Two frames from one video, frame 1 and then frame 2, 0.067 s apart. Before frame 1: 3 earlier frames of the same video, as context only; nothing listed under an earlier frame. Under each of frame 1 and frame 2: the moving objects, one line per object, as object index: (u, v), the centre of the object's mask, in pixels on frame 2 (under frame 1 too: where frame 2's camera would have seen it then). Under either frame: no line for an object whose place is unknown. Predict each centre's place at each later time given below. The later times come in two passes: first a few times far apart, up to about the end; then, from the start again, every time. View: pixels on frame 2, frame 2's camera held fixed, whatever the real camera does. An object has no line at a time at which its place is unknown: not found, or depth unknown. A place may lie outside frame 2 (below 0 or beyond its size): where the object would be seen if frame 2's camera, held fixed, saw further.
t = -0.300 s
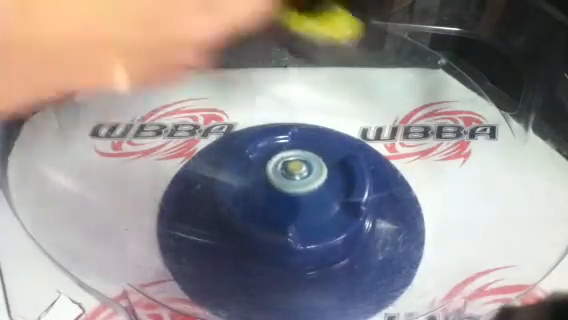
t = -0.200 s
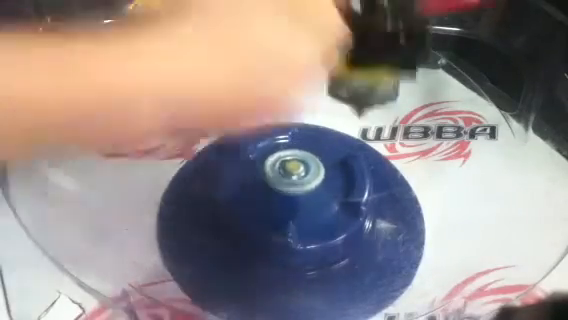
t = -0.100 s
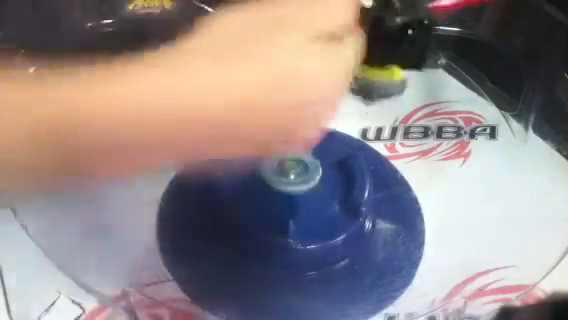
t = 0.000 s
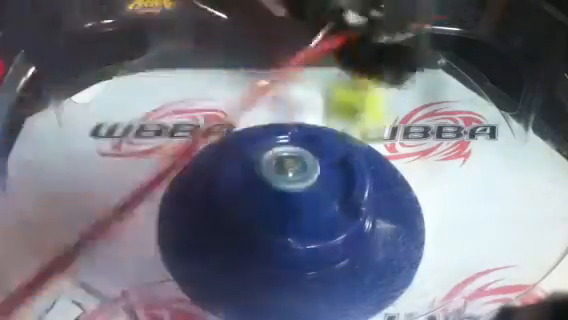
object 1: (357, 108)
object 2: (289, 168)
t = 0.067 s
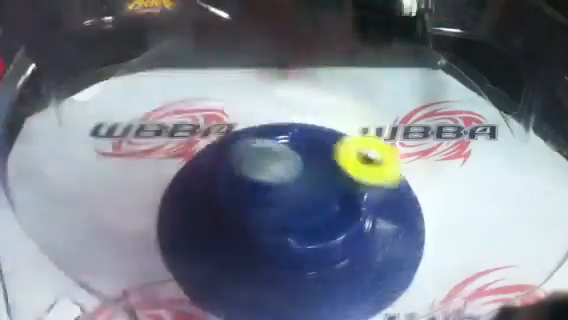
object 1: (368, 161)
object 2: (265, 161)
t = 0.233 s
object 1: (388, 192)
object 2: (214, 143)
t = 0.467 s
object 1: (324, 157)
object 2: (246, 156)
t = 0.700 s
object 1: (315, 170)
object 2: (261, 150)
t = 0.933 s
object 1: (322, 170)
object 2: (279, 141)
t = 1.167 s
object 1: (308, 174)
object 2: (298, 133)
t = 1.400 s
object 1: (295, 178)
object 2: (316, 139)
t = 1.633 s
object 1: (274, 179)
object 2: (332, 146)
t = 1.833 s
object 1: (281, 174)
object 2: (331, 153)
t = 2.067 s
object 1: (255, 148)
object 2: (326, 153)
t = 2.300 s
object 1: (237, 141)
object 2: (345, 165)
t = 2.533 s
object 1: (228, 146)
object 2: (378, 171)
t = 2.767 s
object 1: (266, 139)
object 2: (381, 156)
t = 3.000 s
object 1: (270, 138)
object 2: (371, 138)
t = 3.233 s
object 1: (239, 140)
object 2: (380, 152)
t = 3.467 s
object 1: (272, 171)
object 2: (338, 159)
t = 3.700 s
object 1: (298, 170)
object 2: (344, 147)
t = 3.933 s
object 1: (315, 171)
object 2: (334, 131)
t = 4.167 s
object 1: (294, 165)
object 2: (322, 128)
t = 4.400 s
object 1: (276, 163)
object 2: (307, 131)
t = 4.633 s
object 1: (244, 193)
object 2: (318, 102)
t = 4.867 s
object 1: (282, 180)
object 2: (299, 124)
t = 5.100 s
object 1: (301, 168)
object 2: (293, 121)
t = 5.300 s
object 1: (331, 166)
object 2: (286, 127)
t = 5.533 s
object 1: (352, 159)
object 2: (277, 134)
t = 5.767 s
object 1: (332, 168)
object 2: (232, 126)
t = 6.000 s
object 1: (305, 180)
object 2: (221, 139)
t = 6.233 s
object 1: (286, 180)
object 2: (245, 148)
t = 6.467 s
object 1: (310, 177)
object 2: (267, 146)
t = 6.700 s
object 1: (345, 167)
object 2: (270, 148)
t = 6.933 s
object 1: (357, 159)
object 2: (259, 146)
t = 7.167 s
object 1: (322, 148)
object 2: (257, 157)
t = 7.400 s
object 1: (322, 137)
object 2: (251, 163)
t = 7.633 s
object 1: (309, 125)
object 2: (266, 174)
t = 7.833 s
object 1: (337, 120)
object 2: (220, 218)
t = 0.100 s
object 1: (384, 173)
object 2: (245, 155)
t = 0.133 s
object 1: (395, 183)
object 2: (230, 149)
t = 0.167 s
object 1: (398, 190)
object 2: (221, 145)
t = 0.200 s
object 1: (395, 192)
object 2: (215, 143)
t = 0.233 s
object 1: (388, 192)
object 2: (214, 143)
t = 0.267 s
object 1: (378, 191)
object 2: (214, 144)
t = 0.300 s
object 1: (369, 186)
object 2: (216, 145)
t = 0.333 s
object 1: (359, 181)
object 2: (220, 148)
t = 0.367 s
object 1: (348, 174)
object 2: (224, 150)
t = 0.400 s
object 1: (339, 167)
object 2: (232, 152)
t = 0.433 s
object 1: (331, 161)
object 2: (239, 155)
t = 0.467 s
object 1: (324, 157)
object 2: (246, 156)
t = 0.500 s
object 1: (319, 156)
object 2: (253, 158)
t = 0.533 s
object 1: (320, 158)
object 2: (255, 157)
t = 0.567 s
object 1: (321, 161)
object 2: (255, 155)
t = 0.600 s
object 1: (320, 163)
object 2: (257, 154)
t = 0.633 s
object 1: (318, 166)
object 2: (258, 153)
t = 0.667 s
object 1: (316, 168)
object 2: (259, 152)
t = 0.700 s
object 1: (315, 170)
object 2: (261, 150)
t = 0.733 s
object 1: (314, 172)
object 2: (263, 149)
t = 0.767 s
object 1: (314, 175)
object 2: (265, 146)
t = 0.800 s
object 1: (315, 177)
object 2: (268, 145)
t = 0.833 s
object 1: (317, 178)
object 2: (271, 144)
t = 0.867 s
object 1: (320, 177)
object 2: (274, 143)
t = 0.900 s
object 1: (322, 175)
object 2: (277, 142)
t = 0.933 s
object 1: (322, 170)
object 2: (279, 141)
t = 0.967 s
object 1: (320, 170)
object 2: (282, 139)
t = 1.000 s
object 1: (319, 170)
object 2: (284, 136)
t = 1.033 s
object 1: (317, 170)
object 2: (287, 135)
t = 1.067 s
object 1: (315, 170)
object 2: (289, 134)
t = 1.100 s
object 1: (312, 172)
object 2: (292, 133)
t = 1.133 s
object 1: (310, 173)
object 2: (295, 133)
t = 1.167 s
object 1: (308, 174)
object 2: (298, 133)
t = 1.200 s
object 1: (307, 174)
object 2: (301, 133)
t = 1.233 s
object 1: (304, 175)
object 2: (304, 133)
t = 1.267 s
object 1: (301, 176)
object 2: (307, 134)
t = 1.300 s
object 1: (299, 177)
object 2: (310, 135)
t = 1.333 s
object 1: (297, 178)
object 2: (312, 136)
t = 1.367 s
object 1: (296, 179)
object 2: (314, 138)
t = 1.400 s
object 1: (295, 178)
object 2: (316, 139)
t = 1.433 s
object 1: (294, 178)
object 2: (317, 141)
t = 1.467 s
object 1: (292, 177)
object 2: (320, 142)
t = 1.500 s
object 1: (290, 177)
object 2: (322, 143)
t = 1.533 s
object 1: (289, 177)
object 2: (323, 145)
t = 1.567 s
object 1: (285, 177)
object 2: (325, 147)
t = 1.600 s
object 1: (279, 178)
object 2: (328, 147)
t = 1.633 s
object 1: (274, 179)
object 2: (332, 146)
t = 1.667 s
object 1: (273, 180)
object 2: (334, 146)
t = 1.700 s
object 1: (274, 181)
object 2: (333, 148)
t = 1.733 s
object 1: (277, 181)
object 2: (332, 149)
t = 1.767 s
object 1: (281, 180)
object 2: (331, 151)
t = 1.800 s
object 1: (283, 177)
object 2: (330, 152)
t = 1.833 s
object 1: (281, 174)
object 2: (331, 153)
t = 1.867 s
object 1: (276, 170)
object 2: (333, 152)
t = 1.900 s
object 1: (272, 166)
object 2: (336, 151)
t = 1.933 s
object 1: (268, 161)
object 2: (336, 151)
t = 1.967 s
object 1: (265, 158)
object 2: (333, 151)
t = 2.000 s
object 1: (261, 154)
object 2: (331, 152)
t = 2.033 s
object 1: (258, 151)
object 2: (328, 152)
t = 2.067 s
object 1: (255, 148)
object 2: (326, 153)
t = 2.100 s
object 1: (253, 146)
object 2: (322, 154)
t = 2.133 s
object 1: (251, 145)
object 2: (319, 156)
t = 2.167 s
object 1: (249, 146)
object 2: (315, 156)
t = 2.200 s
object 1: (251, 147)
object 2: (313, 157)
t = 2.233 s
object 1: (252, 149)
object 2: (314, 158)
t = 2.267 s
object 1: (250, 147)
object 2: (322, 160)
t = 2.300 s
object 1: (237, 141)
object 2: (345, 165)
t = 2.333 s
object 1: (228, 137)
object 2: (363, 171)
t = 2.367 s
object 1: (223, 135)
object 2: (375, 174)
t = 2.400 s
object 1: (220, 135)
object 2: (384, 175)
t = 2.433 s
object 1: (217, 136)
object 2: (387, 176)
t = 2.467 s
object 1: (217, 138)
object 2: (386, 176)
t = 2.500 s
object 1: (221, 142)
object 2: (382, 173)
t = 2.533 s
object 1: (228, 146)
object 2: (378, 171)
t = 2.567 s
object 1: (239, 149)
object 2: (373, 168)
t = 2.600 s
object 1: (250, 150)
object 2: (368, 166)
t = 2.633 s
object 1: (261, 151)
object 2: (362, 163)
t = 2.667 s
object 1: (272, 150)
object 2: (355, 161)
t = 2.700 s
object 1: (282, 149)
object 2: (350, 159)
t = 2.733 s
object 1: (277, 145)
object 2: (361, 158)
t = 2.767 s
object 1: (266, 139)
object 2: (381, 156)
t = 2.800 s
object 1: (260, 134)
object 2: (394, 152)
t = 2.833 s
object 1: (258, 132)
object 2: (401, 148)
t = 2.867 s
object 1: (257, 132)
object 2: (401, 145)
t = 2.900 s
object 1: (258, 132)
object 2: (397, 143)
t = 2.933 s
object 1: (260, 134)
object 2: (390, 141)
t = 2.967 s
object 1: (264, 136)
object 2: (380, 140)
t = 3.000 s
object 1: (270, 138)
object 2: (371, 138)
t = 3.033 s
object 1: (277, 140)
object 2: (359, 139)
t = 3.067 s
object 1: (285, 140)
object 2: (350, 141)
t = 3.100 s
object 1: (278, 139)
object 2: (354, 140)
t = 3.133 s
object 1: (262, 136)
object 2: (369, 143)
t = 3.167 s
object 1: (250, 135)
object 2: (378, 147)
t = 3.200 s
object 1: (244, 137)
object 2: (381, 150)
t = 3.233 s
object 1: (239, 140)
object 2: (380, 152)
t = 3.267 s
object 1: (236, 144)
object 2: (376, 154)
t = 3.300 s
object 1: (235, 150)
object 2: (370, 156)
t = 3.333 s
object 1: (238, 156)
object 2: (363, 158)
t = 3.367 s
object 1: (243, 162)
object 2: (356, 158)
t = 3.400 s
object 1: (252, 166)
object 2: (349, 159)
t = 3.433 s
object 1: (262, 170)
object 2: (343, 159)
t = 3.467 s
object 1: (272, 171)
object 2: (338, 159)
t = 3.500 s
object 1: (280, 172)
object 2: (337, 157)
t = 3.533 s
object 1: (283, 171)
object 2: (340, 155)
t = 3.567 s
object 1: (287, 170)
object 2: (342, 154)
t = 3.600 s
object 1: (289, 171)
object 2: (343, 152)
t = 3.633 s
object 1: (289, 171)
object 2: (346, 150)
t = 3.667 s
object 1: (292, 171)
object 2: (345, 149)
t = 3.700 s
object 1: (298, 170)
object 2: (344, 147)
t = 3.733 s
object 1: (301, 172)
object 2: (343, 143)
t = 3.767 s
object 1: (304, 174)
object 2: (343, 140)
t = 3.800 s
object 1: (306, 176)
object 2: (342, 138)
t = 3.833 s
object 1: (309, 176)
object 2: (340, 136)
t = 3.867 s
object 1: (312, 176)
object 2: (338, 134)
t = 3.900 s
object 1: (314, 174)
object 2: (336, 133)
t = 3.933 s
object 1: (315, 171)
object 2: (334, 131)
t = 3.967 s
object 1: (315, 168)
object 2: (333, 130)
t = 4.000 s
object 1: (314, 166)
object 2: (332, 128)
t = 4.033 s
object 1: (311, 166)
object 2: (330, 127)
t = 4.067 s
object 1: (306, 165)
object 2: (328, 128)
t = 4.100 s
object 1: (302, 166)
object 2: (326, 127)
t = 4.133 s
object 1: (298, 165)
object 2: (324, 127)
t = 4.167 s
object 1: (294, 165)
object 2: (322, 128)
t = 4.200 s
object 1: (290, 165)
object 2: (320, 128)
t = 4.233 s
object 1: (286, 164)
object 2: (318, 129)
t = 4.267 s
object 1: (283, 164)
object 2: (315, 129)
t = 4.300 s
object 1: (280, 164)
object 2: (313, 130)
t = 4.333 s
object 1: (278, 164)
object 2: (311, 130)
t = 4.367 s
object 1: (277, 164)
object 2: (309, 131)
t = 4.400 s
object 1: (276, 163)
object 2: (307, 131)
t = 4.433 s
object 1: (269, 167)
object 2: (307, 130)
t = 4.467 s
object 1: (255, 176)
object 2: (315, 120)
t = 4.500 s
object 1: (245, 182)
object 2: (323, 109)
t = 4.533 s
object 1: (241, 186)
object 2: (324, 105)
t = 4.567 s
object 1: (240, 189)
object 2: (323, 101)
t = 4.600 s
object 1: (242, 191)
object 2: (321, 101)
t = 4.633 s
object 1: (244, 193)
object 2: (318, 102)
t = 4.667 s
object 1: (247, 195)
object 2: (315, 103)
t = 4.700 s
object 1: (251, 196)
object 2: (312, 105)
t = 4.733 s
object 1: (257, 195)
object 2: (310, 108)
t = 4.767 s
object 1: (264, 193)
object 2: (306, 112)
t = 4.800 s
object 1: (270, 190)
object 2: (303, 117)
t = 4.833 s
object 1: (276, 185)
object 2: (301, 121)
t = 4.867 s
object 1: (282, 180)
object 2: (299, 124)
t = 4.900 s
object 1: (287, 175)
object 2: (296, 128)
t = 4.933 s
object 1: (292, 171)
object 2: (296, 128)
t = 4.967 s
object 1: (294, 170)
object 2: (295, 125)
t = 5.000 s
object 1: (295, 170)
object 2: (295, 123)
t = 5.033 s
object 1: (296, 169)
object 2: (295, 123)
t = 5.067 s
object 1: (298, 167)
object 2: (294, 122)
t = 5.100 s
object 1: (301, 168)
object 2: (293, 121)
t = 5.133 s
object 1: (304, 168)
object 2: (293, 121)
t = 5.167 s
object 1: (308, 168)
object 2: (292, 122)
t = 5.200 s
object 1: (313, 167)
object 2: (290, 123)
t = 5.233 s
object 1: (318, 167)
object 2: (289, 124)
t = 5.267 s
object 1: (325, 166)
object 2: (287, 126)
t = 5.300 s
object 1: (331, 166)
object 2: (286, 127)
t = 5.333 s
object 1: (337, 166)
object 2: (285, 128)
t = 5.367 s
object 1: (343, 165)
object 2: (284, 129)
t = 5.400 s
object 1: (348, 164)
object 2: (282, 131)
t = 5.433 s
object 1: (352, 164)
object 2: (281, 131)
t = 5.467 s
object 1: (355, 163)
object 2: (280, 132)
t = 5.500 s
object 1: (355, 161)
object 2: (279, 134)
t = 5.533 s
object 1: (352, 159)
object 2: (277, 134)
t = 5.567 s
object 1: (347, 157)
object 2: (276, 136)
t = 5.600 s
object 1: (340, 156)
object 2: (275, 137)
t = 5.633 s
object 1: (333, 154)
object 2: (274, 138)
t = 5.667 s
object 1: (328, 155)
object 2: (271, 139)
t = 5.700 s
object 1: (333, 162)
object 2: (261, 133)
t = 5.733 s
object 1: (333, 166)
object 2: (246, 127)
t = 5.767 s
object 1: (332, 168)
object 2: (232, 126)
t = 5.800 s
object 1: (331, 171)
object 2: (224, 124)
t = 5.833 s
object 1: (328, 175)
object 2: (219, 127)
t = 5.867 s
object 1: (324, 177)
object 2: (216, 129)
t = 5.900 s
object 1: (320, 179)
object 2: (215, 132)
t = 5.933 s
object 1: (316, 180)
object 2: (215, 134)
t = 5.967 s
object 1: (310, 180)
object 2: (217, 136)
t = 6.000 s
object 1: (305, 180)
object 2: (221, 139)
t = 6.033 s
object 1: (300, 180)
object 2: (226, 143)
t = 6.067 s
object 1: (294, 179)
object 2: (231, 146)
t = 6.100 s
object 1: (288, 178)
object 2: (236, 148)
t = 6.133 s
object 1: (286, 178)
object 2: (239, 149)
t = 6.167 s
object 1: (286, 181)
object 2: (241, 148)
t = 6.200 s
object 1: (285, 180)
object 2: (244, 148)
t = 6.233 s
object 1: (286, 180)
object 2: (245, 148)
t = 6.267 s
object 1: (287, 180)
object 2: (249, 147)
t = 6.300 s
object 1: (289, 180)
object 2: (251, 145)
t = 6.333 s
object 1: (291, 179)
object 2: (255, 144)
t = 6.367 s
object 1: (295, 179)
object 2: (257, 145)
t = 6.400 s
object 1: (298, 178)
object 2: (260, 145)
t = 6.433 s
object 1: (304, 178)
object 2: (263, 146)
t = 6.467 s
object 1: (310, 177)
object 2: (267, 146)
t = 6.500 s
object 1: (315, 177)
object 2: (270, 147)
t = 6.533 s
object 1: (320, 176)
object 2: (273, 148)
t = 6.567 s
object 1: (325, 174)
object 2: (275, 149)
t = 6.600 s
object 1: (330, 170)
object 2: (277, 151)
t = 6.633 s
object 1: (335, 168)
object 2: (278, 152)
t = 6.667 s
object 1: (337, 166)
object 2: (278, 152)
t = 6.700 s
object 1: (345, 167)
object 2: (270, 148)
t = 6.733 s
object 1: (350, 167)
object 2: (264, 144)
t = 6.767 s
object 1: (354, 167)
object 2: (260, 143)
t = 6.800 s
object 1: (357, 164)
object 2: (259, 143)
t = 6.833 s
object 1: (360, 163)
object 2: (258, 143)
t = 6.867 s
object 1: (361, 162)
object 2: (258, 143)
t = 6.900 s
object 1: (359, 161)
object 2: (258, 144)
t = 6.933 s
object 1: (357, 159)
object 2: (259, 146)
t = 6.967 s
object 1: (350, 158)
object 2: (258, 148)
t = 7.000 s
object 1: (344, 157)
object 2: (257, 150)
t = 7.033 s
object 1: (338, 155)
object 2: (256, 151)
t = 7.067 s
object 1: (332, 153)
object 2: (257, 152)
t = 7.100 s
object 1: (326, 151)
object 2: (259, 153)
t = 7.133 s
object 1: (322, 150)
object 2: (259, 155)
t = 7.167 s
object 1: (322, 148)
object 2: (257, 157)
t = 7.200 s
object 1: (326, 148)
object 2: (253, 157)
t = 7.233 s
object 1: (328, 149)
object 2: (250, 158)
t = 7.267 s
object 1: (327, 149)
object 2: (250, 159)
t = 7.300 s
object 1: (325, 148)
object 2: (249, 161)
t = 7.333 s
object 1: (323, 145)
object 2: (248, 161)
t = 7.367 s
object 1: (322, 141)
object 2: (249, 162)
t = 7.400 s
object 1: (322, 137)
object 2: (251, 163)
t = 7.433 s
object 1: (322, 132)
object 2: (254, 165)
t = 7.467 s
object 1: (322, 130)
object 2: (255, 167)
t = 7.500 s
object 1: (320, 125)
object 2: (256, 169)
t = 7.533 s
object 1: (318, 124)
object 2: (257, 171)
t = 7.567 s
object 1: (316, 123)
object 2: (259, 171)
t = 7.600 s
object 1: (312, 124)
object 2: (262, 172)
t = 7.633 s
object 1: (309, 125)
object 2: (266, 174)
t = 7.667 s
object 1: (304, 127)
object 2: (271, 176)
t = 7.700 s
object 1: (303, 128)
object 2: (269, 181)
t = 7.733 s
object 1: (316, 123)
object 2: (255, 193)
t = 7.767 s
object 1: (326, 117)
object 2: (238, 204)
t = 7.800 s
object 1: (334, 117)
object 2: (224, 216)
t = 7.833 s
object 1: (337, 120)
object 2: (220, 218)
